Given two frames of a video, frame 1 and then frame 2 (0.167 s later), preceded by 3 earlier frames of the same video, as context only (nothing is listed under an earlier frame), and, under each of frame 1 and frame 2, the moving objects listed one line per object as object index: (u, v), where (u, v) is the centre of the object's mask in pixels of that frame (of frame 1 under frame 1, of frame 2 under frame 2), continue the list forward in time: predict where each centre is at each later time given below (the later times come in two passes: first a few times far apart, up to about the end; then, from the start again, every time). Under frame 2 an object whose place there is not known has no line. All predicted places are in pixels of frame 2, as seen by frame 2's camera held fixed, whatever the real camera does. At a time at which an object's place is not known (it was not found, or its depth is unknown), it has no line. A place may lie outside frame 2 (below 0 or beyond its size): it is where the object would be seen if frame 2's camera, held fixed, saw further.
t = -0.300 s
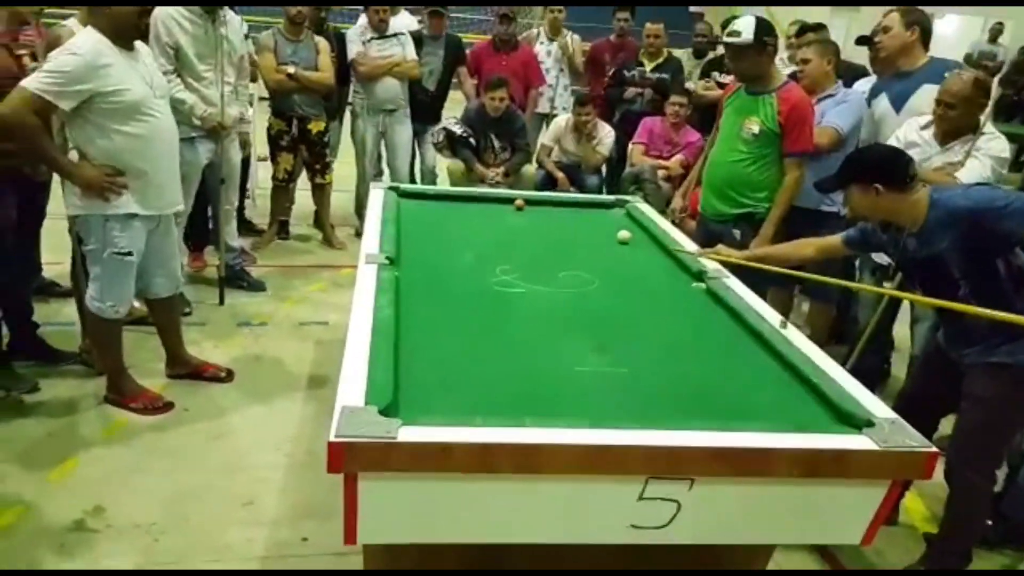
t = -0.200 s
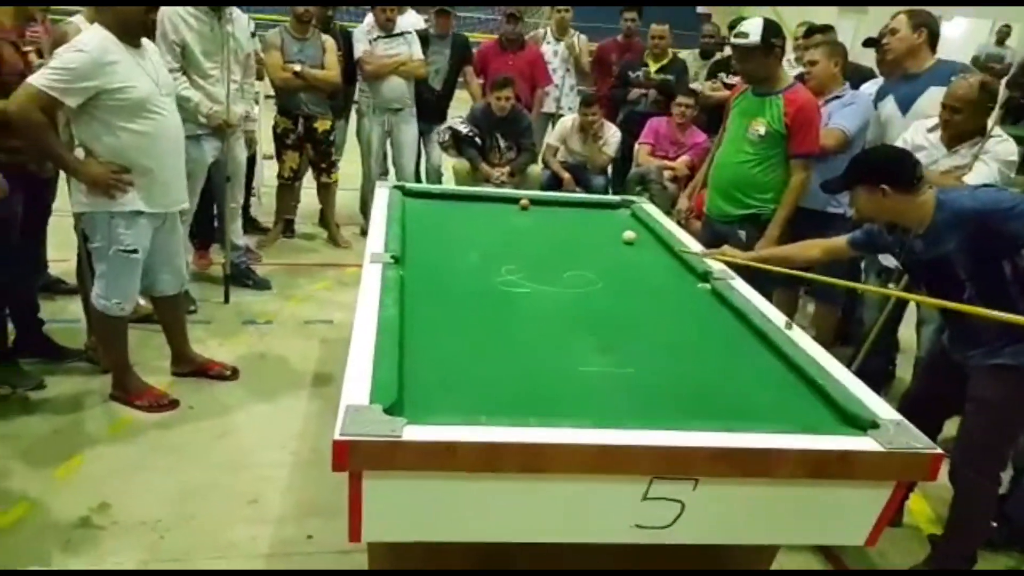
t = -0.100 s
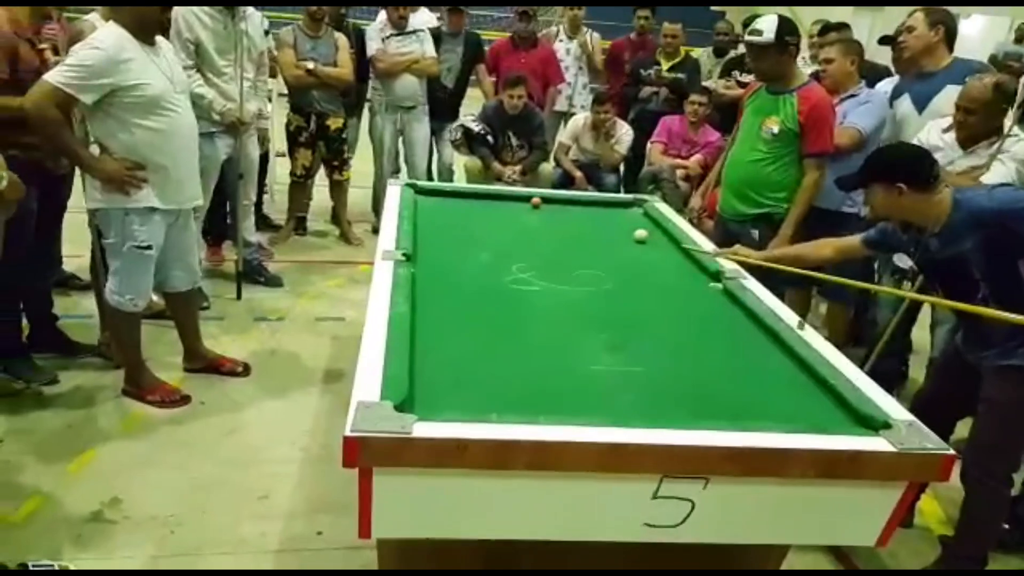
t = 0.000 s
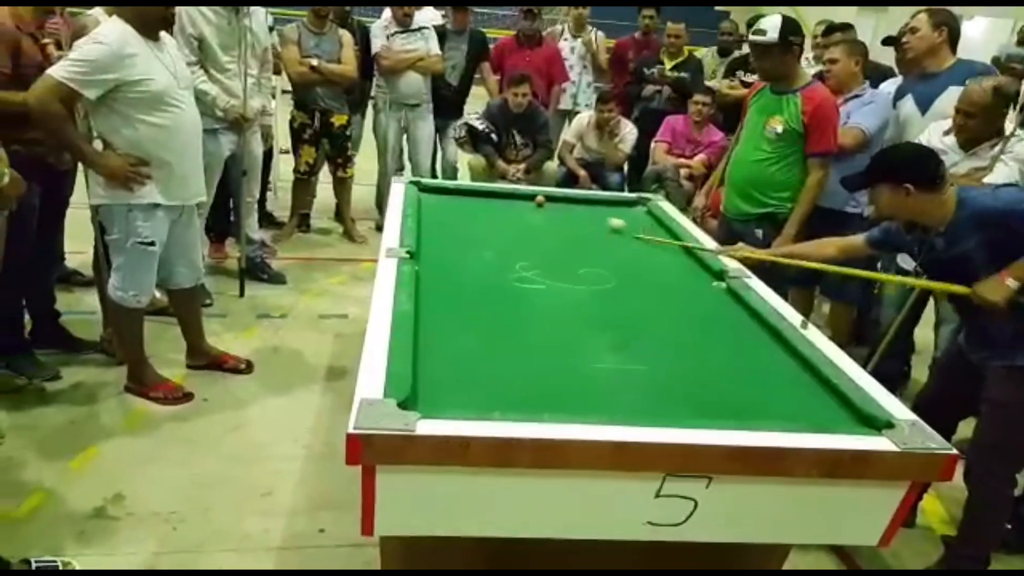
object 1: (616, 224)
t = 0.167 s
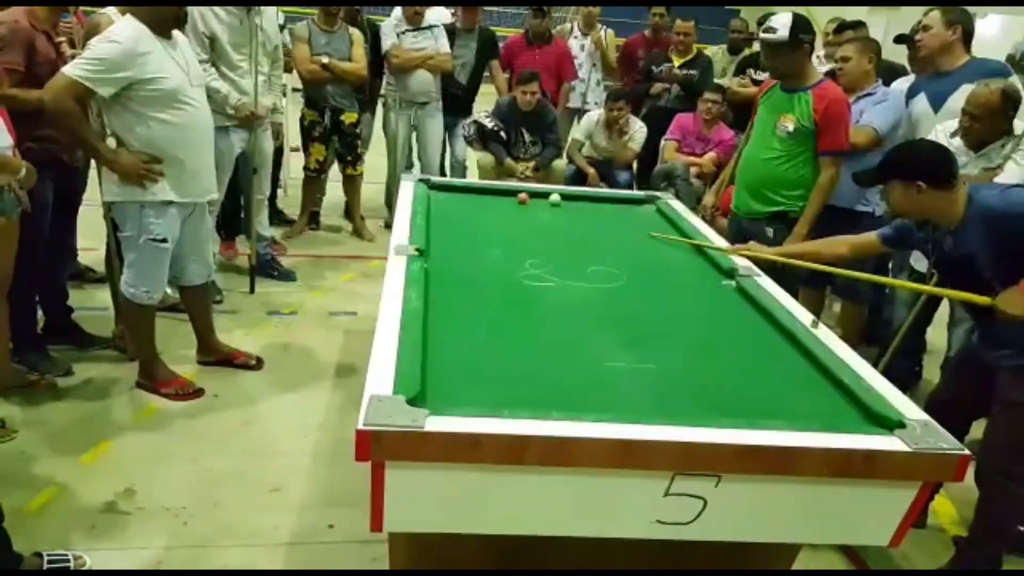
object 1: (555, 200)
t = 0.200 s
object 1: (554, 199)
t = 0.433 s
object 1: (552, 196)
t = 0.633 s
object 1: (557, 197)
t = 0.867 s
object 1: (560, 199)
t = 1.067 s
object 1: (563, 200)
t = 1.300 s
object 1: (566, 201)
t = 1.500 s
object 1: (567, 201)
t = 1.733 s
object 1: (569, 201)
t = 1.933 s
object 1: (569, 201)
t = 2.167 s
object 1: (569, 201)
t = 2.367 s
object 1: (569, 201)
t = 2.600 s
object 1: (569, 201)
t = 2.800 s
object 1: (569, 201)
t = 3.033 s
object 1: (569, 201)
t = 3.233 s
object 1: (569, 201)
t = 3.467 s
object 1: (569, 201)
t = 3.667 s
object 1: (569, 201)
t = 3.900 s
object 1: (569, 201)
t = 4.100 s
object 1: (569, 201)
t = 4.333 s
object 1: (567, 201)
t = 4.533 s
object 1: (567, 202)
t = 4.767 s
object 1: (568, 201)
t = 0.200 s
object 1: (554, 199)
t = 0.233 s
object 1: (553, 198)
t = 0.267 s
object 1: (553, 198)
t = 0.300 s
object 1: (553, 197)
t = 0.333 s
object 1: (552, 197)
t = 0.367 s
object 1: (552, 196)
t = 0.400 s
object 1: (552, 196)
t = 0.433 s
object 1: (552, 196)
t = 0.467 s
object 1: (553, 196)
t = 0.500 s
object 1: (553, 196)
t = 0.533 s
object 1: (554, 197)
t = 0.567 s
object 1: (555, 197)
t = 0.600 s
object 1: (556, 197)
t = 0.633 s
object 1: (557, 197)
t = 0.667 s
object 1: (557, 197)
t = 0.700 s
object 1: (558, 198)
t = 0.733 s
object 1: (558, 198)
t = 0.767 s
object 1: (559, 198)
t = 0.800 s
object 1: (559, 198)
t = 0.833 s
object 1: (559, 199)
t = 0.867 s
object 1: (560, 199)
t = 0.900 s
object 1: (561, 199)
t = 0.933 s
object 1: (561, 199)
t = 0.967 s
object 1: (562, 199)
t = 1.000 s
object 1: (562, 200)
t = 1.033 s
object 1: (563, 200)
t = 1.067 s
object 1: (563, 200)
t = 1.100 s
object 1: (563, 200)
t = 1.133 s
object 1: (564, 200)
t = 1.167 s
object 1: (564, 200)
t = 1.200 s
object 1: (565, 201)
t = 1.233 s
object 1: (565, 201)
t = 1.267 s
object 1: (566, 201)
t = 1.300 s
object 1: (566, 201)
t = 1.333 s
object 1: (566, 201)
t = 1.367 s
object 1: (567, 201)
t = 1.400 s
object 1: (567, 201)
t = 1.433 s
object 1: (567, 201)
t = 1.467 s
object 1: (567, 201)
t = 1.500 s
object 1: (567, 201)
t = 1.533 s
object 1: (568, 201)
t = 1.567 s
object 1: (568, 201)
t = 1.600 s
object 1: (568, 202)
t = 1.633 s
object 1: (568, 201)
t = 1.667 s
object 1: (568, 201)
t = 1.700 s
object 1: (568, 201)
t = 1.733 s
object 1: (569, 201)
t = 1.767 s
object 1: (569, 201)
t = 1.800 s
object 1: (569, 201)
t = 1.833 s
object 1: (569, 201)
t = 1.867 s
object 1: (569, 201)
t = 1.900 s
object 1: (569, 201)
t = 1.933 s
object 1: (569, 201)
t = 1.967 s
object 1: (570, 201)
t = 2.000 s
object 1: (569, 201)
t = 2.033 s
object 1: (569, 201)
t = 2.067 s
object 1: (569, 201)
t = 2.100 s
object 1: (569, 201)
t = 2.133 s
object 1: (569, 201)
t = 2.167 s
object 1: (569, 201)
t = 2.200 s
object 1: (569, 201)
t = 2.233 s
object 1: (569, 201)
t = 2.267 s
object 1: (569, 201)
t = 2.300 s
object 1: (569, 201)
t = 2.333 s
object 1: (569, 201)
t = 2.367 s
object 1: (569, 201)
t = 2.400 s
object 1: (569, 201)
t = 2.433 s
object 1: (569, 201)
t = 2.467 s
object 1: (569, 201)
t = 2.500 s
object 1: (569, 201)
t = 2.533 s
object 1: (569, 201)
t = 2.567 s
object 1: (569, 201)
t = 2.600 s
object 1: (569, 201)
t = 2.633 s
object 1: (570, 201)
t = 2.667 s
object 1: (569, 201)
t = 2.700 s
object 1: (569, 201)
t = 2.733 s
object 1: (569, 201)
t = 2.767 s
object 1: (569, 201)
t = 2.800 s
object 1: (569, 201)
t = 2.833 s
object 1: (569, 201)
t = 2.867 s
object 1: (569, 201)
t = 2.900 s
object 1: (570, 201)
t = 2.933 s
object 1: (569, 201)
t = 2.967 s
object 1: (569, 201)
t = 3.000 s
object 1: (569, 201)
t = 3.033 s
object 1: (569, 201)
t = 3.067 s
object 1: (569, 201)
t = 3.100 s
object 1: (569, 201)
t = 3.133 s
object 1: (570, 201)
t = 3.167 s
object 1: (570, 201)
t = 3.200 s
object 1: (569, 201)
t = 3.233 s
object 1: (569, 201)
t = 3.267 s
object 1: (570, 201)
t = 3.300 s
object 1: (569, 201)
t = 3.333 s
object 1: (569, 201)
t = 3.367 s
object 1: (569, 201)
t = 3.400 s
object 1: (569, 201)
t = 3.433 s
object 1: (569, 201)
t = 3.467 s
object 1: (569, 201)
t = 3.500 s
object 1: (569, 201)
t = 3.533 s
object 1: (569, 201)
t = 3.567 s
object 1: (569, 201)
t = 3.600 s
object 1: (569, 201)
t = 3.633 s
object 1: (569, 201)
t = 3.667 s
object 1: (569, 201)
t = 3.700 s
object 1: (569, 201)
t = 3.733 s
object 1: (569, 201)
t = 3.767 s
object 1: (569, 201)
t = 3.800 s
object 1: (569, 201)
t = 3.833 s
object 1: (569, 201)
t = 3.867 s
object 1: (569, 201)
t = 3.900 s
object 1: (569, 201)
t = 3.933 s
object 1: (569, 201)
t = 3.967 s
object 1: (569, 201)
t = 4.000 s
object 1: (569, 201)
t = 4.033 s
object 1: (569, 201)
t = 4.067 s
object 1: (569, 201)
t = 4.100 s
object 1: (569, 201)
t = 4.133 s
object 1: (569, 201)
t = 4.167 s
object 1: (569, 201)
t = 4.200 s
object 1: (569, 201)
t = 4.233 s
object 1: (568, 201)
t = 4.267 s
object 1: (568, 201)
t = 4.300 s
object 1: (568, 201)
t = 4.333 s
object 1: (567, 201)
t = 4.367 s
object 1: (568, 201)
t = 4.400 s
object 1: (567, 201)
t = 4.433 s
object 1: (567, 201)
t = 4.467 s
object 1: (567, 201)
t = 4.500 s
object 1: (567, 201)
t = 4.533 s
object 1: (567, 202)
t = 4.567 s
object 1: (567, 201)
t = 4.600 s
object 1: (567, 201)
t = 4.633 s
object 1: (567, 201)
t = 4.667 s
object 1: (567, 201)
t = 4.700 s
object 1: (567, 201)
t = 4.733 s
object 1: (566, 201)
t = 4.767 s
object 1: (568, 201)
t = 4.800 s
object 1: (568, 201)
